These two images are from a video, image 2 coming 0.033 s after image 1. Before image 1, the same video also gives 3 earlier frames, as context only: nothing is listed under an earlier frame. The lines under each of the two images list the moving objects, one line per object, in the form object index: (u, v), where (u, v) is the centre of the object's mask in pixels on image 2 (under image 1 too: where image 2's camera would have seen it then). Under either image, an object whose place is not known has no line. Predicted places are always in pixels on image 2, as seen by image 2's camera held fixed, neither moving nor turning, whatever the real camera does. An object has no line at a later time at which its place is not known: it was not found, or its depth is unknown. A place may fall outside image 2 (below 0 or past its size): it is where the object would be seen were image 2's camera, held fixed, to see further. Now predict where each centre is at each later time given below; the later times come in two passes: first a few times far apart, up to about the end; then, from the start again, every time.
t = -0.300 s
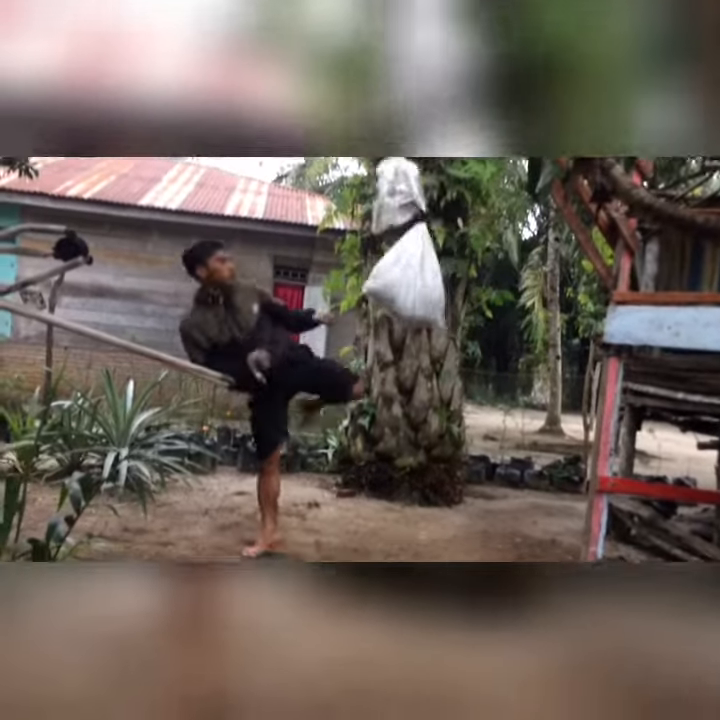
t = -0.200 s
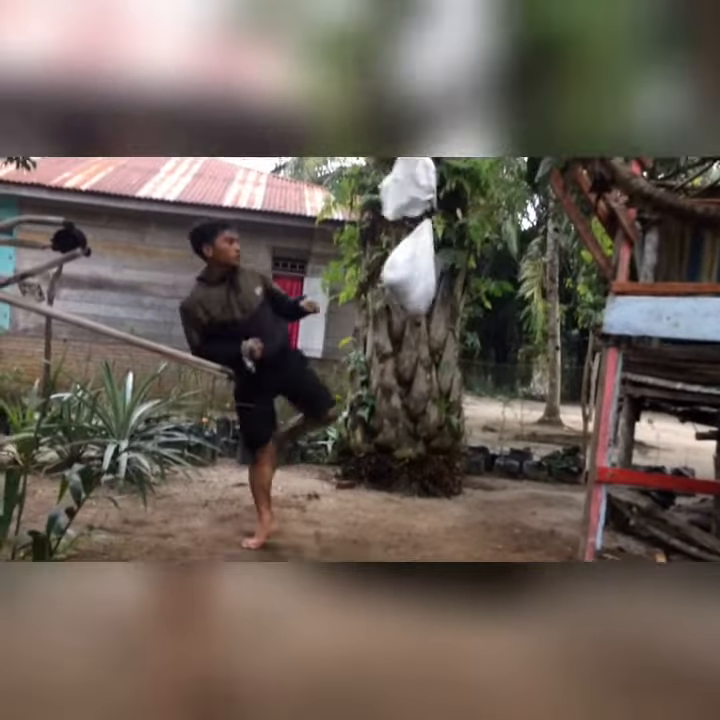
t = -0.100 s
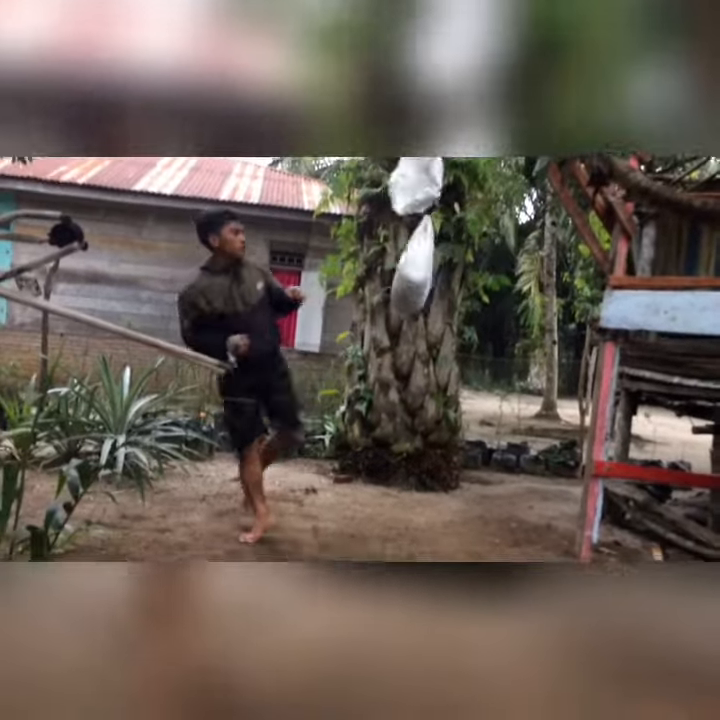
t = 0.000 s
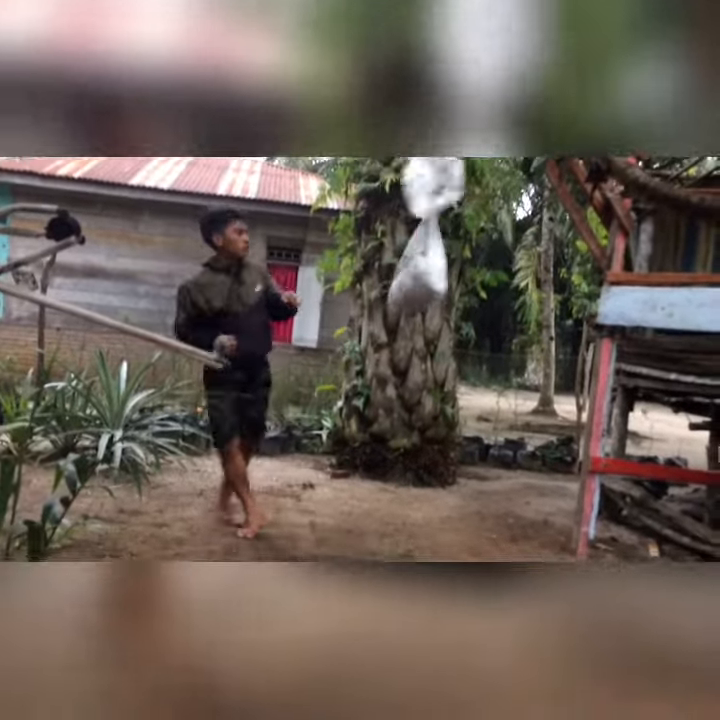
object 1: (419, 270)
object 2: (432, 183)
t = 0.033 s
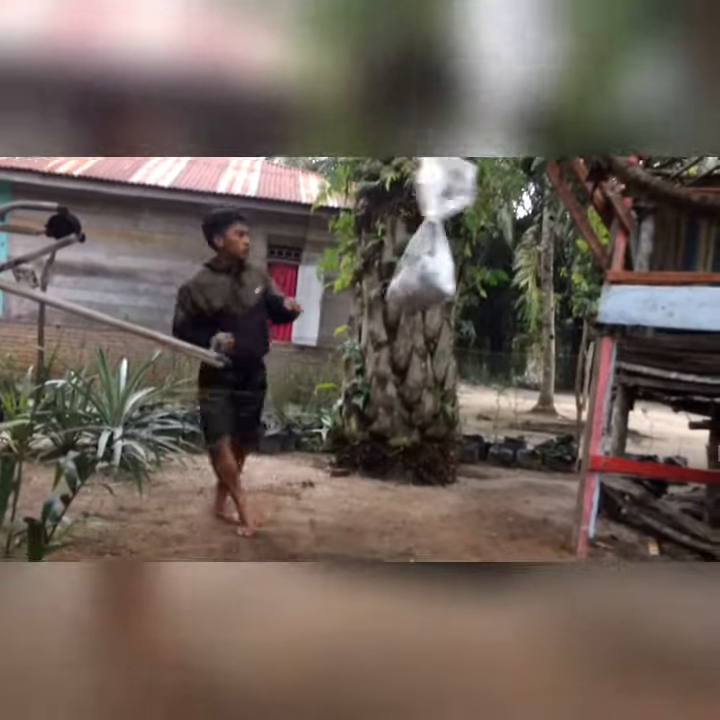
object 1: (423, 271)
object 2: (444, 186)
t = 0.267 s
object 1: (444, 274)
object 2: (479, 196)
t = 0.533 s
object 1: (467, 271)
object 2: (490, 202)
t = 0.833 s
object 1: (480, 274)
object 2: (454, 198)
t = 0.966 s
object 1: (478, 274)
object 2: (445, 195)
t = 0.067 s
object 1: (426, 273)
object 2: (456, 189)
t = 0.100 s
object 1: (429, 272)
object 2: (466, 192)
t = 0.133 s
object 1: (433, 272)
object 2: (470, 193)
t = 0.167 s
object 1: (435, 274)
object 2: (472, 194)
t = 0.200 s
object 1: (437, 275)
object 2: (473, 195)
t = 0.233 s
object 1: (441, 274)
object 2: (475, 195)
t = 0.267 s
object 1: (444, 274)
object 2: (479, 196)
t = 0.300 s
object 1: (447, 274)
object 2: (482, 198)
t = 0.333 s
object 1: (450, 274)
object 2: (486, 200)
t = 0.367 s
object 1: (453, 274)
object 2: (490, 200)
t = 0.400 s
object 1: (456, 273)
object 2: (491, 202)
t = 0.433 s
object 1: (458, 273)
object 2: (491, 203)
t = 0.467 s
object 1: (461, 272)
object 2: (491, 203)
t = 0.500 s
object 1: (464, 273)
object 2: (490, 202)
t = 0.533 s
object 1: (467, 271)
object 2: (490, 202)
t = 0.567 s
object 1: (469, 272)
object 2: (490, 202)
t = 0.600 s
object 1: (471, 271)
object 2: (489, 201)
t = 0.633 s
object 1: (473, 272)
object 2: (485, 200)
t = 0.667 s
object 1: (475, 273)
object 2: (481, 200)
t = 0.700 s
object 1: (477, 273)
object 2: (474, 199)
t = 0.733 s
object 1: (478, 273)
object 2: (467, 199)
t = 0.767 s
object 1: (479, 273)
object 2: (462, 198)
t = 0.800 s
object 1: (479, 273)
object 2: (458, 198)
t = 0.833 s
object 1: (480, 274)
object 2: (454, 198)
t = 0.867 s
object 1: (481, 274)
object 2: (453, 198)
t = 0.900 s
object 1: (480, 274)
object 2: (451, 197)
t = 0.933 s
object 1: (479, 274)
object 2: (448, 196)
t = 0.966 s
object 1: (478, 274)
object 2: (445, 195)
